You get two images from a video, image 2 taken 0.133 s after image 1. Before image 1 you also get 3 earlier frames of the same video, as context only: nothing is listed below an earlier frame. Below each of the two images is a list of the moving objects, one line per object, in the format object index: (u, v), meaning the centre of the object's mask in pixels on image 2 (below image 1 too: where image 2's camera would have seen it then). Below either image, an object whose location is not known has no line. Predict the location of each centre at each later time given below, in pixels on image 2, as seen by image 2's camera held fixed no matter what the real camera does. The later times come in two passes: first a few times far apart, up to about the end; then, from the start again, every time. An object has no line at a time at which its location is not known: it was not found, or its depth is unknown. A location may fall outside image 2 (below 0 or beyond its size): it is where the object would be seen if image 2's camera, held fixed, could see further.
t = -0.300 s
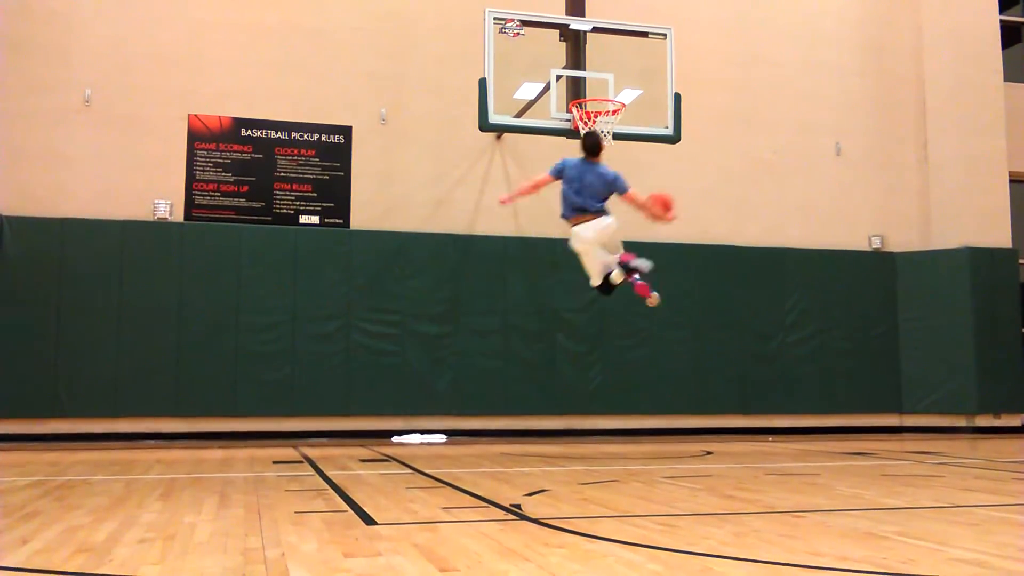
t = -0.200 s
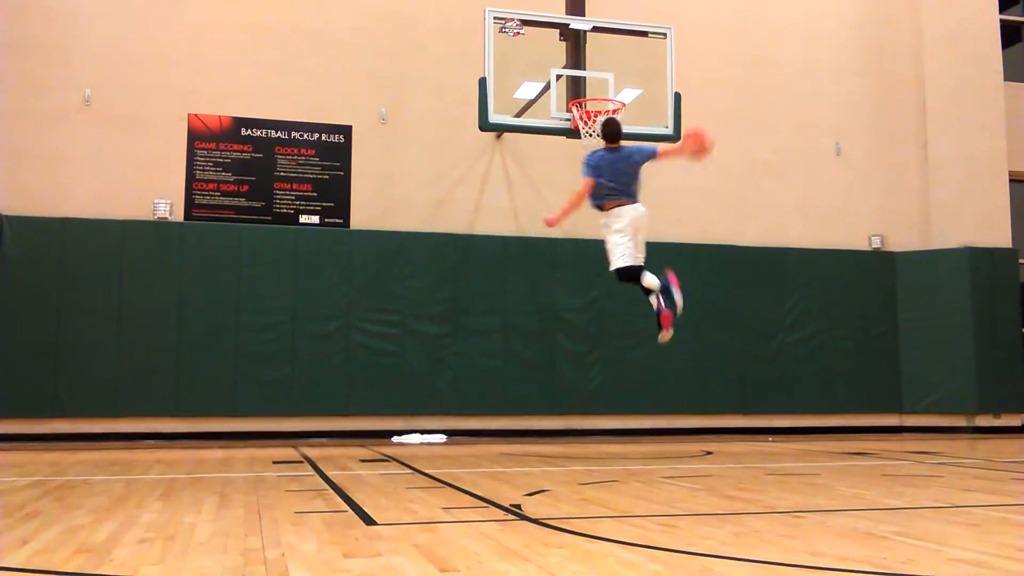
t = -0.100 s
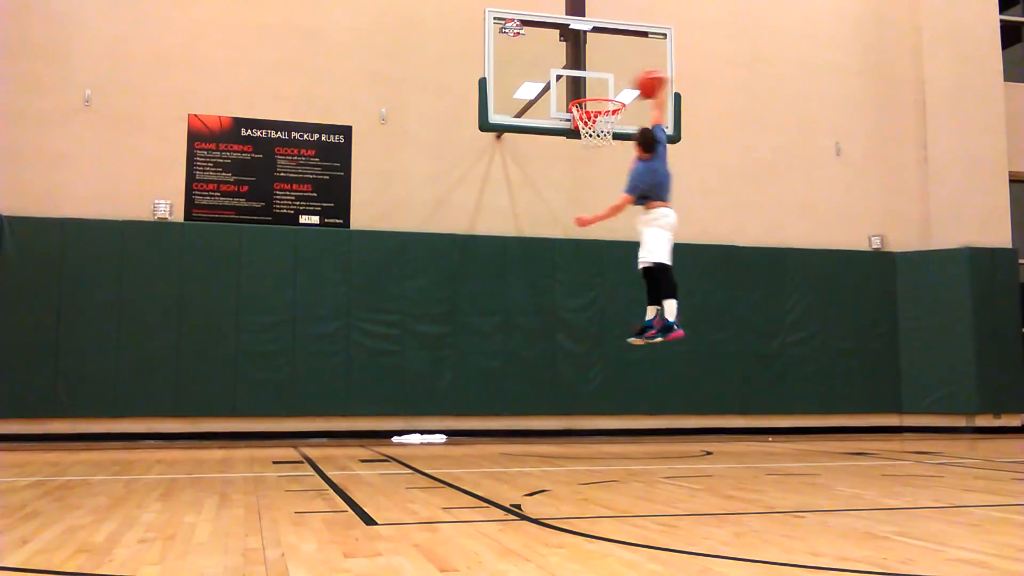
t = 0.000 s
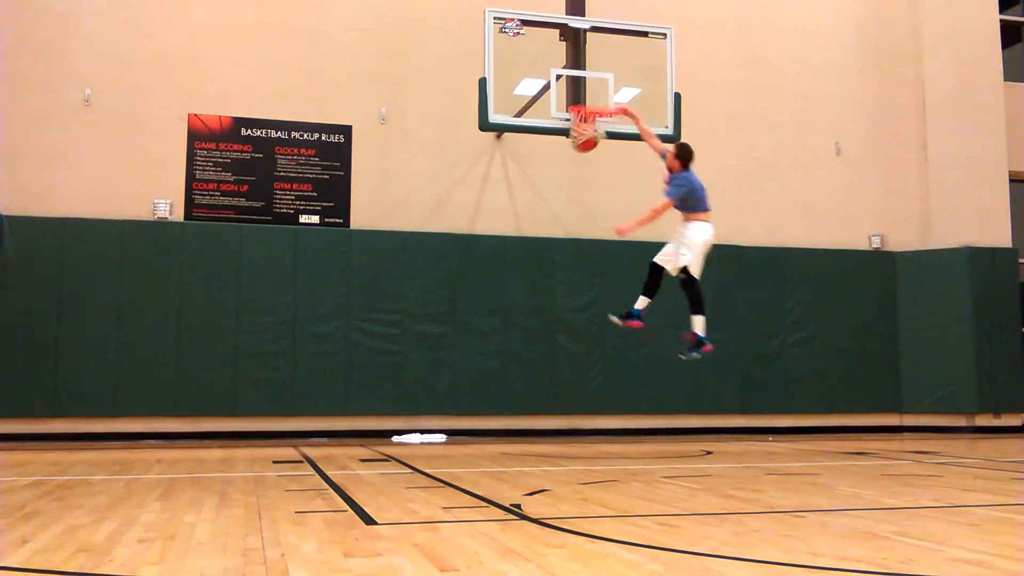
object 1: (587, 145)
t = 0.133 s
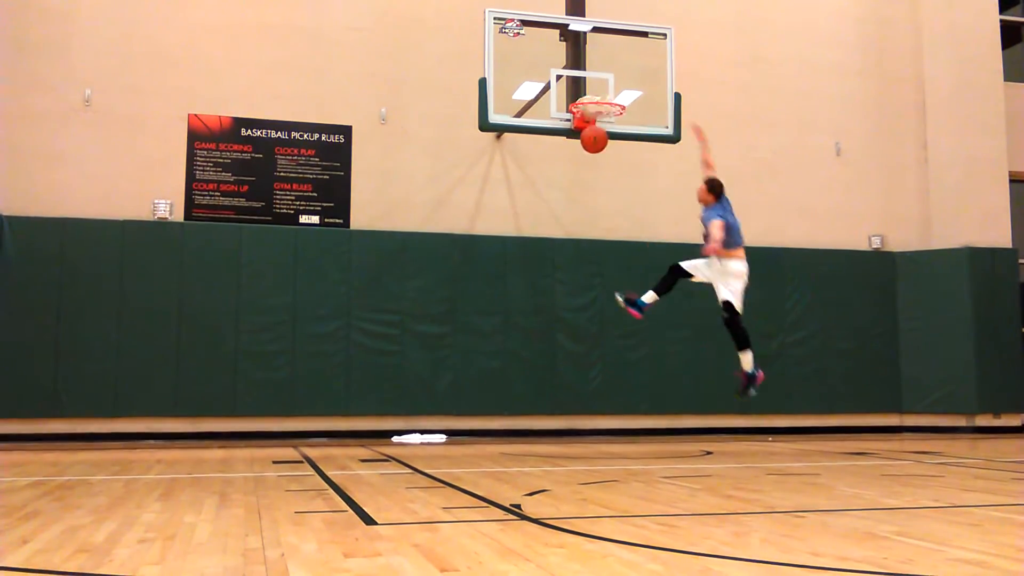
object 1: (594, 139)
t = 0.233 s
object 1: (605, 148)
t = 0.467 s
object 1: (633, 219)
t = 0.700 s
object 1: (663, 366)
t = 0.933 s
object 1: (716, 356)
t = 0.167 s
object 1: (598, 141)
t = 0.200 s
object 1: (601, 144)
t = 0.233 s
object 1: (605, 148)
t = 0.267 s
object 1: (609, 155)
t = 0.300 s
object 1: (613, 162)
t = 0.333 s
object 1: (616, 170)
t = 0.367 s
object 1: (620, 180)
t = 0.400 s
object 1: (624, 191)
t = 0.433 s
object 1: (629, 204)
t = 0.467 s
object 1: (633, 219)
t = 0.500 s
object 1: (637, 236)
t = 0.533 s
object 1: (642, 254)
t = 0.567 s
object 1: (646, 272)
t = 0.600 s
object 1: (650, 293)
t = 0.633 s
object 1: (654, 315)
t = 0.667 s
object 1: (659, 340)
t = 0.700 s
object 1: (663, 366)
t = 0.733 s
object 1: (667, 394)
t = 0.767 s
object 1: (671, 424)
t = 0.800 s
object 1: (679, 438)
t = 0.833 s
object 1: (688, 416)
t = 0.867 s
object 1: (697, 395)
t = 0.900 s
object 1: (706, 375)
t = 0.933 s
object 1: (716, 356)
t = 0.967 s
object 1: (726, 338)
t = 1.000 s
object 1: (736, 322)
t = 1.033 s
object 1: (746, 307)
